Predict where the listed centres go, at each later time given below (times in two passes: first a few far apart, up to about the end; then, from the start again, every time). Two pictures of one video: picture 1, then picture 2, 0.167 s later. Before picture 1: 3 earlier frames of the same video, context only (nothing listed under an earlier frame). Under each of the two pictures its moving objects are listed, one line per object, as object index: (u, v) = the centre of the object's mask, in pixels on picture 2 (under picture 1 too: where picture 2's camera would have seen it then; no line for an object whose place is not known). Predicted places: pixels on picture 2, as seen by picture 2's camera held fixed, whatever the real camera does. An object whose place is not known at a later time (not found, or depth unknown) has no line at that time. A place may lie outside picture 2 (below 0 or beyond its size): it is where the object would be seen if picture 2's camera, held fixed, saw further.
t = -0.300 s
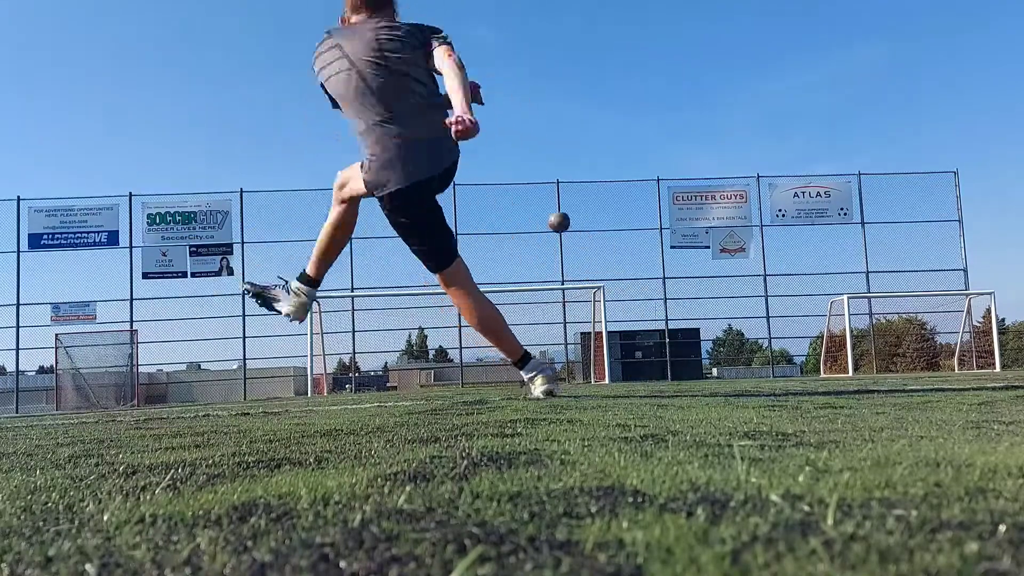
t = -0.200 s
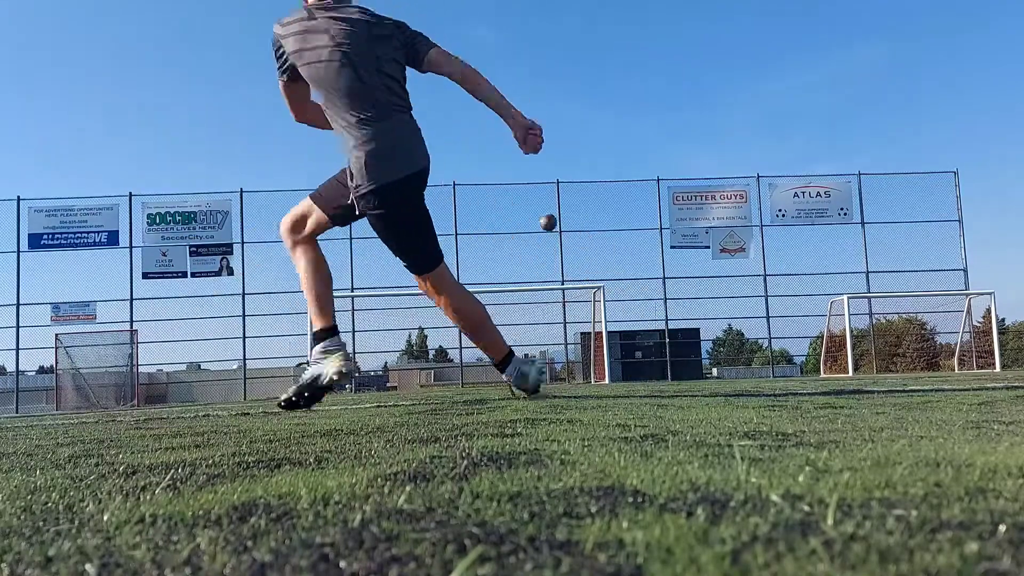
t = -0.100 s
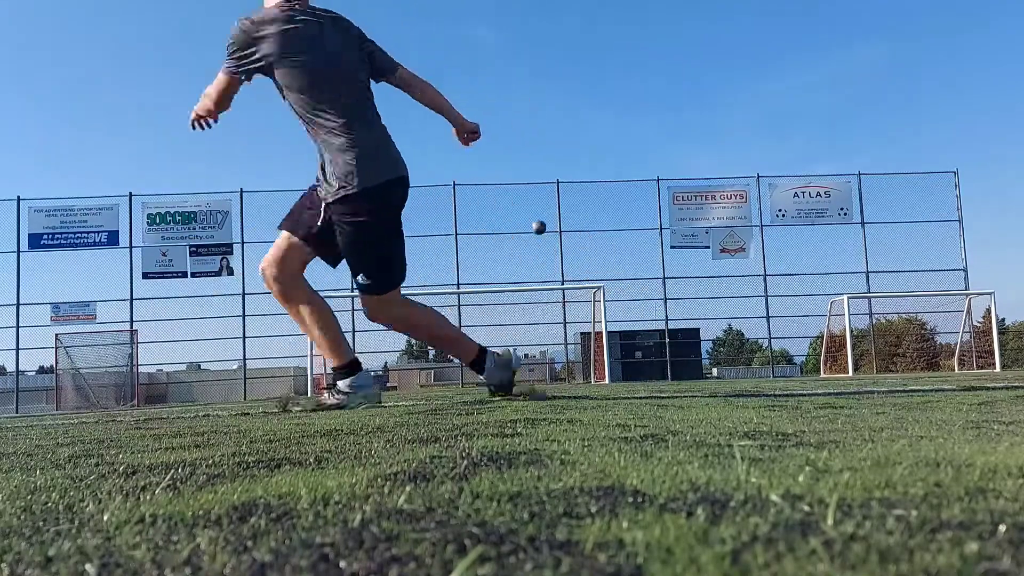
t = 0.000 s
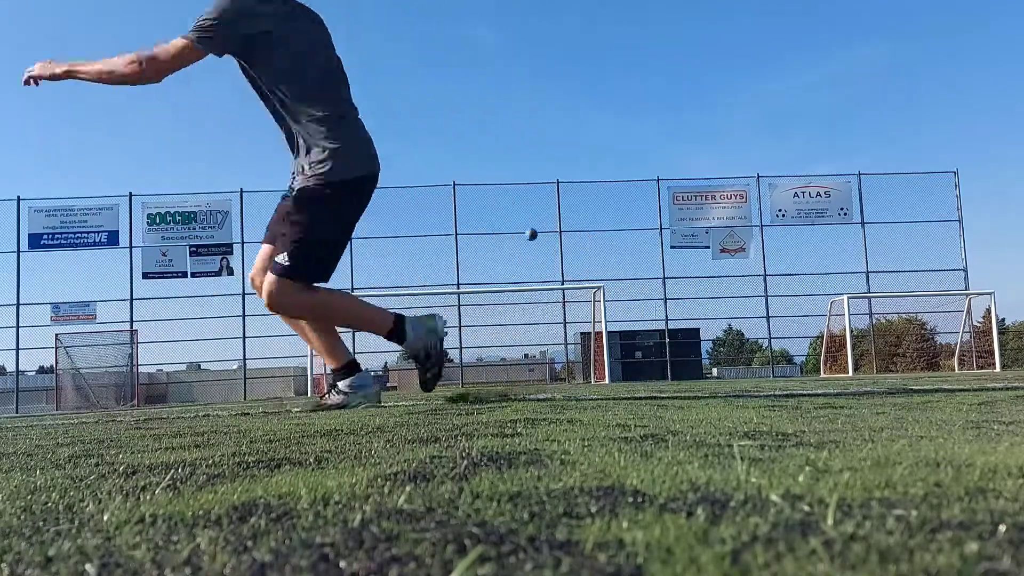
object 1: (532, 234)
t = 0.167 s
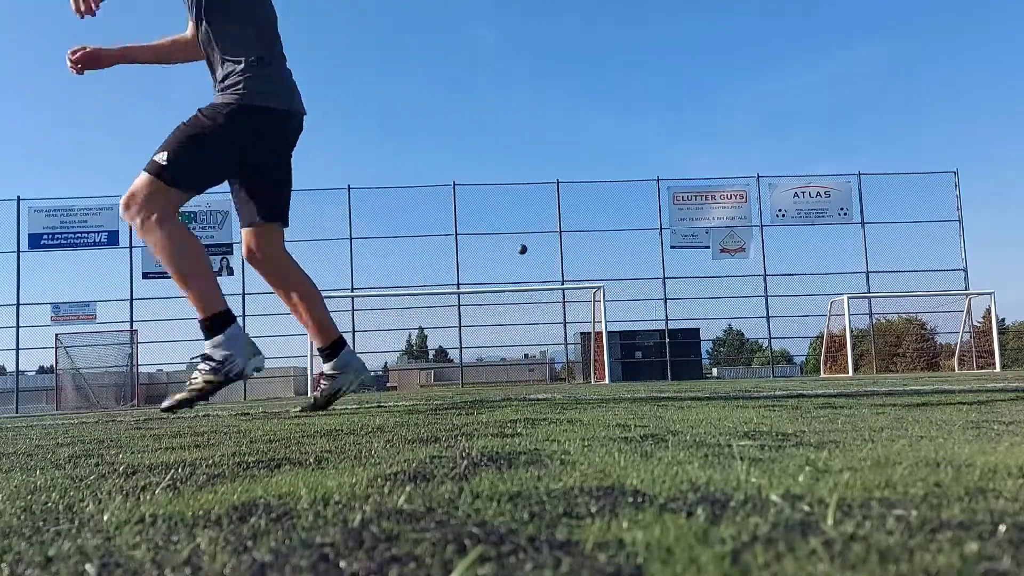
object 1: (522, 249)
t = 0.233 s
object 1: (520, 256)
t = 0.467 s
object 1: (511, 283)
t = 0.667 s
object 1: (511, 295)
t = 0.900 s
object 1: (521, 308)
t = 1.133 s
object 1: (522, 308)
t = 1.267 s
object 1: (522, 298)
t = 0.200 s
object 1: (521, 253)
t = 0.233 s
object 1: (520, 256)
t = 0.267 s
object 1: (518, 260)
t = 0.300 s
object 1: (517, 263)
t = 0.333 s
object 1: (516, 268)
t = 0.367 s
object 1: (515, 272)
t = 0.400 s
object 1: (514, 275)
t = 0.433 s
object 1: (513, 279)
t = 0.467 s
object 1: (511, 283)
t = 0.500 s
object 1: (511, 286)
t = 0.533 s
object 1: (509, 293)
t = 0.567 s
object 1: (510, 295)
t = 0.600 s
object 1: (510, 295)
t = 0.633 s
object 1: (511, 294)
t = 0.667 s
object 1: (511, 295)
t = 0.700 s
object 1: (513, 295)
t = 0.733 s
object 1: (515, 296)
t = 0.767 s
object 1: (516, 297)
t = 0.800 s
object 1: (517, 300)
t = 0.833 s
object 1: (518, 302)
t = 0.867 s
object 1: (519, 304)
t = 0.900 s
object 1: (521, 308)
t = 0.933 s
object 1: (522, 311)
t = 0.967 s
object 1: (523, 314)
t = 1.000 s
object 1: (523, 316)
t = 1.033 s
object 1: (524, 316)
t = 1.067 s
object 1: (523, 313)
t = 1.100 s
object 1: (522, 310)
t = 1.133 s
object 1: (522, 308)
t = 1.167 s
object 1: (522, 305)
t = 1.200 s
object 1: (522, 303)
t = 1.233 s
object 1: (522, 300)
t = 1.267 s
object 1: (522, 298)
